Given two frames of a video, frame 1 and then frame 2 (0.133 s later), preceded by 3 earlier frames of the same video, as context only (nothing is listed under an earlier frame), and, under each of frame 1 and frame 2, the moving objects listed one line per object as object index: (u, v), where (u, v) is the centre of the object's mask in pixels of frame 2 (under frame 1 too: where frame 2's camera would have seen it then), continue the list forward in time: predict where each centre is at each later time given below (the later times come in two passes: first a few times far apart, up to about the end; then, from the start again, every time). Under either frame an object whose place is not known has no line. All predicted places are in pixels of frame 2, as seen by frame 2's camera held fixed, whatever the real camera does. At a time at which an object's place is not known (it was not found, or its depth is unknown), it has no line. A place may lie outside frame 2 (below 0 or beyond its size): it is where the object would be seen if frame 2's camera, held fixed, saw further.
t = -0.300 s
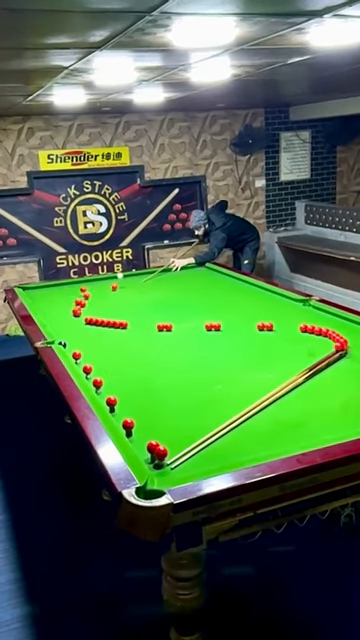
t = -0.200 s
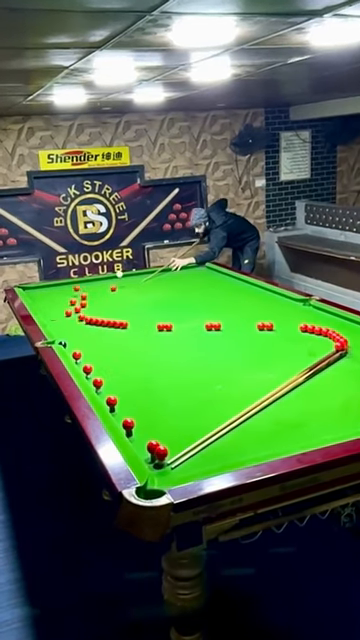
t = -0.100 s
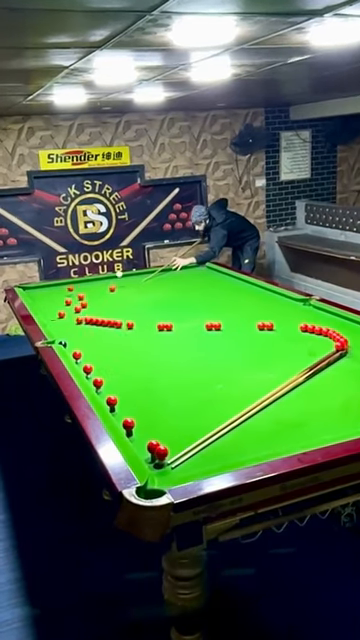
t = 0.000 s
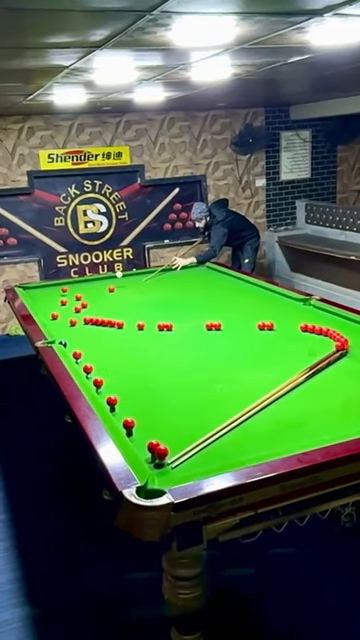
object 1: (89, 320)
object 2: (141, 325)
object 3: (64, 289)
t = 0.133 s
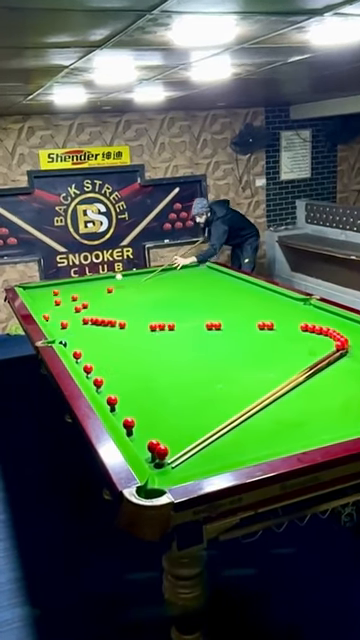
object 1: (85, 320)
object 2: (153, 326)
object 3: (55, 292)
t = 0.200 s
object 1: (85, 321)
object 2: (152, 328)
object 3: (51, 292)
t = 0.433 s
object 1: (83, 321)
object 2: (152, 331)
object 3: (39, 292)
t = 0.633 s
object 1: (81, 322)
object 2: (152, 333)
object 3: (28, 291)
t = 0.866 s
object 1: (79, 321)
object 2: (153, 336)
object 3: (31, 290)
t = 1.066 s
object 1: (77, 323)
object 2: (153, 338)
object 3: (37, 289)
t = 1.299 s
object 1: (75, 323)
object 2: (153, 342)
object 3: (43, 287)
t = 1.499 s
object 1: (74, 324)
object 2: (153, 344)
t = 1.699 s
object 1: (72, 325)
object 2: (154, 347)
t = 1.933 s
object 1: (70, 325)
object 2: (154, 350)
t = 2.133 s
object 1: (68, 326)
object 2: (154, 355)
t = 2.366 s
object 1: (65, 326)
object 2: (155, 363)
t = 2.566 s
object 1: (61, 327)
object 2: (156, 370)
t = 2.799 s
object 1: (59, 328)
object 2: (157, 378)
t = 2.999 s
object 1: (57, 328)
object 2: (158, 386)
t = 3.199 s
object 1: (55, 329)
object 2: (159, 394)
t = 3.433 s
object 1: (55, 329)
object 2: (161, 404)
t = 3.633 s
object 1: (56, 329)
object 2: (162, 412)
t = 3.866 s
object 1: (57, 329)
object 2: (164, 424)
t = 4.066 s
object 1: (57, 329)
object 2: (166, 433)
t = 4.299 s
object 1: (57, 329)
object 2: (169, 443)
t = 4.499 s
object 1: (57, 329)
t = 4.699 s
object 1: (57, 329)
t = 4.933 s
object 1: (57, 329)
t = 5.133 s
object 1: (57, 329)
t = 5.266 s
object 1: (57, 329)
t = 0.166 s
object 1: (85, 321)
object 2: (153, 327)
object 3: (54, 292)
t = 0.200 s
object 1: (85, 321)
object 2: (152, 328)
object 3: (51, 292)
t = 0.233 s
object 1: (84, 321)
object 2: (152, 328)
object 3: (50, 291)
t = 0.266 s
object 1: (84, 321)
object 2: (152, 328)
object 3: (48, 291)
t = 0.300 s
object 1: (84, 321)
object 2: (152, 329)
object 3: (46, 291)
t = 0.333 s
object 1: (83, 321)
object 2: (152, 329)
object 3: (44, 291)
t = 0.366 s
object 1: (83, 321)
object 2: (152, 330)
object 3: (42, 292)
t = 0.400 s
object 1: (83, 321)
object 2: (152, 330)
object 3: (40, 291)
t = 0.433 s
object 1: (83, 321)
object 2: (152, 331)
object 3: (39, 292)
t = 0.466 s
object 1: (82, 321)
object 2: (152, 331)
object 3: (36, 292)
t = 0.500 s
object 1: (82, 321)
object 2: (152, 331)
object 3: (35, 292)
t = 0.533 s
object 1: (82, 321)
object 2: (152, 332)
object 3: (33, 292)
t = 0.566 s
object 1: (82, 322)
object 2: (152, 332)
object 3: (31, 292)
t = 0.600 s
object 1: (81, 322)
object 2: (152, 333)
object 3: (30, 292)
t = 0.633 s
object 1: (81, 322)
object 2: (152, 333)
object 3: (28, 291)
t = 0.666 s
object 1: (81, 322)
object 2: (152, 334)
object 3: (27, 291)
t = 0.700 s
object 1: (80, 322)
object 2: (153, 334)
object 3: (27, 291)
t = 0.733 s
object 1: (80, 322)
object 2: (153, 334)
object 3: (28, 291)
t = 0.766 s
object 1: (80, 322)
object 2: (153, 335)
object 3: (28, 291)
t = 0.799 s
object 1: (80, 322)
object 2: (153, 335)
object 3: (29, 290)
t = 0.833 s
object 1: (80, 321)
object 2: (153, 336)
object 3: (30, 290)
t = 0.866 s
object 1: (79, 321)
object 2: (153, 336)
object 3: (31, 290)
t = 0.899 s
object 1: (78, 321)
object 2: (153, 337)
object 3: (32, 290)
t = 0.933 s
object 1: (78, 321)
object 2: (153, 337)
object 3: (32, 290)
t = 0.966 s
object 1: (78, 322)
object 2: (153, 337)
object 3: (34, 289)
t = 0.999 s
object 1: (78, 322)
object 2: (153, 338)
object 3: (35, 289)
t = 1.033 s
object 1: (77, 323)
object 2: (153, 338)
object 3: (36, 289)
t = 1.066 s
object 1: (77, 323)
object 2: (153, 338)
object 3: (37, 289)
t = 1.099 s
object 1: (77, 323)
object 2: (153, 339)
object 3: (37, 288)
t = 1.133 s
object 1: (77, 323)
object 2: (153, 339)
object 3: (38, 288)
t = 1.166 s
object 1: (77, 323)
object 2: (153, 340)
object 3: (39, 288)
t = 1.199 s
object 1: (76, 323)
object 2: (153, 340)
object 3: (40, 287)
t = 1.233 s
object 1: (76, 323)
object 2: (153, 341)
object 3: (41, 287)
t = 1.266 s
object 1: (75, 323)
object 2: (153, 341)
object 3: (41, 287)
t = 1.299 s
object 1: (75, 323)
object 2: (153, 342)
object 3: (43, 287)
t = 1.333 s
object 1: (75, 323)
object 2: (153, 342)
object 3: (43, 286)
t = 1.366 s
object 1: (74, 324)
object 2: (153, 342)
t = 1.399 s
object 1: (74, 324)
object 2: (153, 343)
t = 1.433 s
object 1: (74, 324)
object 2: (153, 343)
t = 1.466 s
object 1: (74, 324)
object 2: (153, 344)
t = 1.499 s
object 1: (74, 324)
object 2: (153, 344)
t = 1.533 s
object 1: (73, 324)
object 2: (153, 345)
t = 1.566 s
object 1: (73, 324)
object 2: (153, 345)
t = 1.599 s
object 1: (73, 324)
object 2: (153, 346)
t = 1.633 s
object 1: (72, 324)
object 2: (154, 346)
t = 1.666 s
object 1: (72, 324)
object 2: (153, 347)
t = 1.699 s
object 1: (72, 325)
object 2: (154, 347)
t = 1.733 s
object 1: (72, 325)
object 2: (154, 348)
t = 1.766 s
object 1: (72, 325)
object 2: (154, 348)
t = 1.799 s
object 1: (71, 325)
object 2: (154, 348)
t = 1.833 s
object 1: (71, 325)
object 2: (154, 349)
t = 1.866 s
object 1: (71, 325)
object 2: (154, 349)
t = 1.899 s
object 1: (70, 325)
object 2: (154, 350)
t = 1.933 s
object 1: (70, 325)
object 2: (154, 350)
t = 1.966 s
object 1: (70, 325)
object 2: (154, 351)
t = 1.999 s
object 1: (70, 325)
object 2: (154, 351)
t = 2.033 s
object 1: (69, 325)
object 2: (154, 352)
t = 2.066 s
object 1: (69, 325)
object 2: (154, 353)
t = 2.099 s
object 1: (69, 325)
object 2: (154, 354)
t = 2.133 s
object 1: (68, 326)
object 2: (154, 355)
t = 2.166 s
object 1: (67, 326)
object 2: (154, 356)
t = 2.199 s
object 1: (67, 326)
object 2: (155, 357)
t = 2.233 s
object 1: (66, 326)
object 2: (154, 359)
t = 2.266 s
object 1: (66, 326)
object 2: (155, 360)
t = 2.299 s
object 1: (65, 326)
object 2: (155, 361)
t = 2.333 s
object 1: (65, 326)
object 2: (155, 362)
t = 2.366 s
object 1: (65, 326)
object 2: (155, 363)
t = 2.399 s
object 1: (64, 326)
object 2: (155, 364)
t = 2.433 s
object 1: (63, 327)
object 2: (155, 365)
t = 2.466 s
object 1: (63, 327)
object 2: (155, 367)
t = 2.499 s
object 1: (62, 327)
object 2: (155, 368)
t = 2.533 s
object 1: (62, 327)
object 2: (156, 369)
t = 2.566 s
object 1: (61, 327)
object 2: (156, 370)
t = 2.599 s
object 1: (61, 327)
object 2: (156, 371)
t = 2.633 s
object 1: (61, 327)
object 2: (156, 372)
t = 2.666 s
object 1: (60, 328)
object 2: (156, 374)
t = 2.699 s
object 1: (60, 328)
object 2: (156, 375)
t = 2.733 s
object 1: (60, 328)
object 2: (156, 376)
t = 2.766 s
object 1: (59, 328)
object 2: (157, 377)
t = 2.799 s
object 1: (59, 328)
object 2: (157, 378)
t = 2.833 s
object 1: (59, 328)
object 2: (157, 380)
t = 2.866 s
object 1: (58, 328)
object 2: (157, 381)
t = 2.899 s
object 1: (58, 328)
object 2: (157, 382)
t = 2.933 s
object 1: (58, 328)
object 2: (158, 384)
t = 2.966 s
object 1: (57, 328)
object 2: (158, 385)
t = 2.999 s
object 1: (57, 328)
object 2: (158, 386)
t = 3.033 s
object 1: (56, 328)
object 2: (158, 387)
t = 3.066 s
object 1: (56, 329)
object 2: (158, 389)
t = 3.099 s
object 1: (56, 328)
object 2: (159, 390)
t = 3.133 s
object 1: (56, 328)
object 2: (159, 391)
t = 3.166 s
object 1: (55, 329)
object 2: (159, 393)
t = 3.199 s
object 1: (55, 329)
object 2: (159, 394)
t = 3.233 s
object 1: (55, 329)
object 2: (159, 396)
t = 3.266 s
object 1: (55, 329)
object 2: (160, 397)
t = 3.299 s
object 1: (55, 329)
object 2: (160, 398)
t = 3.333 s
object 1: (55, 329)
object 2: (160, 400)
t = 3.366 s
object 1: (55, 329)
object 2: (160, 401)
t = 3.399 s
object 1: (55, 329)
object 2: (160, 403)
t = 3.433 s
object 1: (55, 329)
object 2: (161, 404)
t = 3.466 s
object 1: (56, 329)
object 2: (161, 405)
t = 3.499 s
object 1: (56, 329)
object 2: (161, 407)
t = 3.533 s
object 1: (56, 329)
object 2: (161, 408)
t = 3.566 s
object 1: (56, 329)
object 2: (162, 410)
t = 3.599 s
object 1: (56, 329)
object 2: (162, 411)
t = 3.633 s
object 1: (56, 329)
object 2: (162, 412)
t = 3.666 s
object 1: (57, 329)
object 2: (163, 414)
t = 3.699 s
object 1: (57, 329)
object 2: (163, 416)
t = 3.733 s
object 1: (57, 329)
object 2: (163, 417)
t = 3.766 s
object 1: (57, 329)
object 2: (163, 419)
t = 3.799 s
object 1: (57, 329)
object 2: (164, 420)
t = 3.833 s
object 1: (57, 329)
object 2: (164, 422)
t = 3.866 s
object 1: (57, 329)
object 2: (164, 424)
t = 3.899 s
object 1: (58, 329)
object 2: (165, 425)
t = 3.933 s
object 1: (58, 329)
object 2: (165, 426)
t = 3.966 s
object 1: (58, 329)
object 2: (165, 428)
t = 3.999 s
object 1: (57, 329)
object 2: (165, 430)
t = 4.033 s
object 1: (57, 329)
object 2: (166, 431)
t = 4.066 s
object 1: (57, 329)
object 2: (166, 433)
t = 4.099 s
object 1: (57, 329)
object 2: (166, 435)
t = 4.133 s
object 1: (57, 329)
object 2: (167, 436)
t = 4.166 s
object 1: (57, 329)
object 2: (167, 438)
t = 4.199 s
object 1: (57, 328)
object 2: (167, 439)
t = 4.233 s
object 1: (57, 328)
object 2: (168, 441)
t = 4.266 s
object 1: (57, 329)
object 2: (168, 442)
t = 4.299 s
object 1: (57, 329)
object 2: (169, 443)
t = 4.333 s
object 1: (57, 328)
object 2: (169, 445)
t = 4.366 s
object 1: (57, 329)
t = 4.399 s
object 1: (57, 329)
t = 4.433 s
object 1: (57, 329)
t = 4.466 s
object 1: (57, 329)
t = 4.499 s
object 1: (57, 329)
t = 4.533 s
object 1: (57, 329)
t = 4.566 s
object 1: (57, 328)
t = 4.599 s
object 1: (57, 328)
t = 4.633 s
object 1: (57, 329)
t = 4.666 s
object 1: (57, 329)
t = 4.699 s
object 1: (57, 329)
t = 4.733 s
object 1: (57, 329)
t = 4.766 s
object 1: (57, 329)
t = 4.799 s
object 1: (57, 329)
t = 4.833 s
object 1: (57, 329)
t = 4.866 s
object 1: (57, 329)
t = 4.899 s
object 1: (57, 329)
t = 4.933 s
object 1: (57, 329)
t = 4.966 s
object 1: (57, 329)
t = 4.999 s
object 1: (57, 329)
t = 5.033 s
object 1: (57, 329)
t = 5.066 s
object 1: (57, 329)
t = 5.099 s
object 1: (57, 329)
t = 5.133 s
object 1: (57, 329)
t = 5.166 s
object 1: (57, 329)
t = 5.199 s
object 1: (57, 329)
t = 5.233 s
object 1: (57, 329)
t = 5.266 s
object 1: (57, 329)
